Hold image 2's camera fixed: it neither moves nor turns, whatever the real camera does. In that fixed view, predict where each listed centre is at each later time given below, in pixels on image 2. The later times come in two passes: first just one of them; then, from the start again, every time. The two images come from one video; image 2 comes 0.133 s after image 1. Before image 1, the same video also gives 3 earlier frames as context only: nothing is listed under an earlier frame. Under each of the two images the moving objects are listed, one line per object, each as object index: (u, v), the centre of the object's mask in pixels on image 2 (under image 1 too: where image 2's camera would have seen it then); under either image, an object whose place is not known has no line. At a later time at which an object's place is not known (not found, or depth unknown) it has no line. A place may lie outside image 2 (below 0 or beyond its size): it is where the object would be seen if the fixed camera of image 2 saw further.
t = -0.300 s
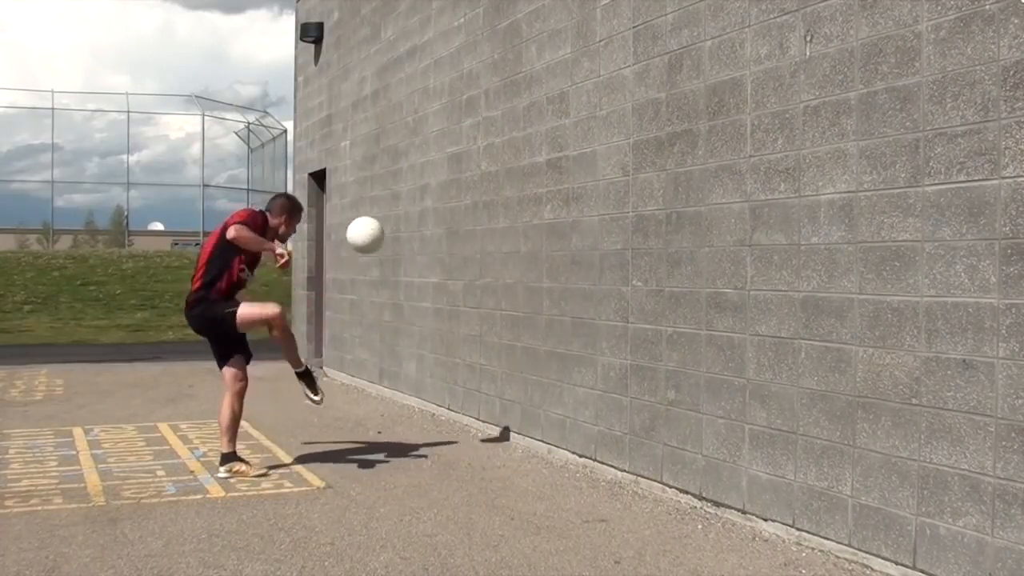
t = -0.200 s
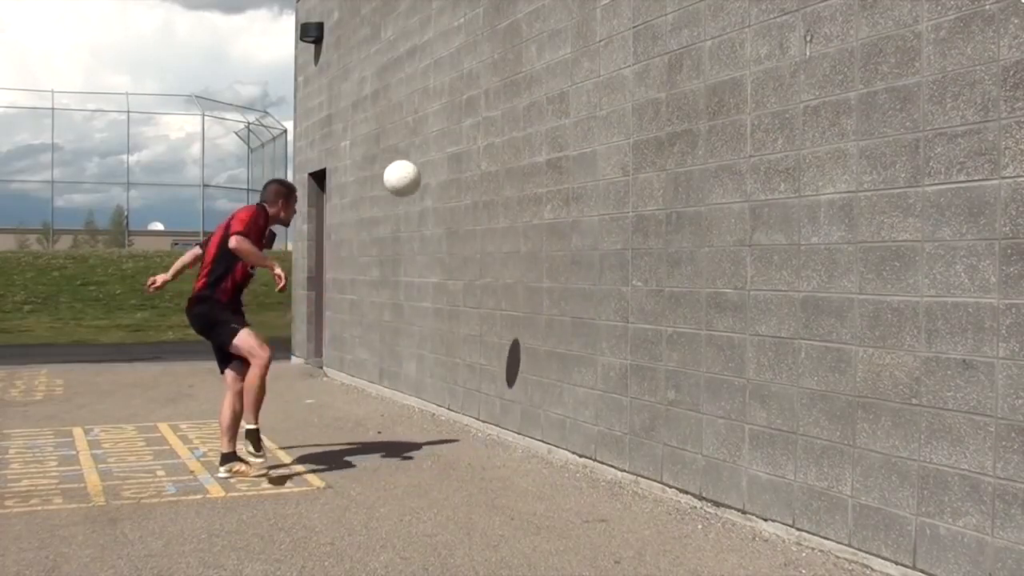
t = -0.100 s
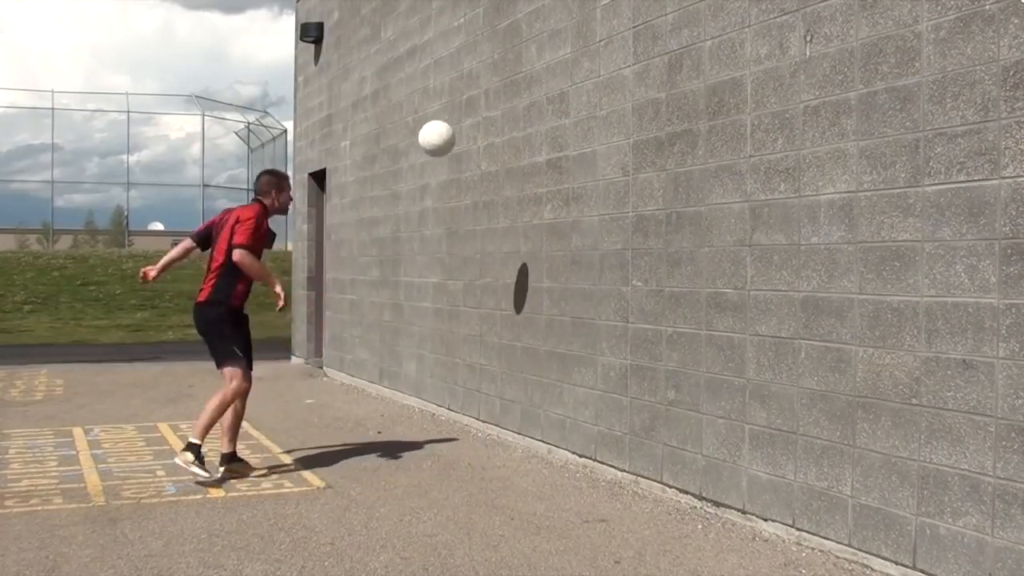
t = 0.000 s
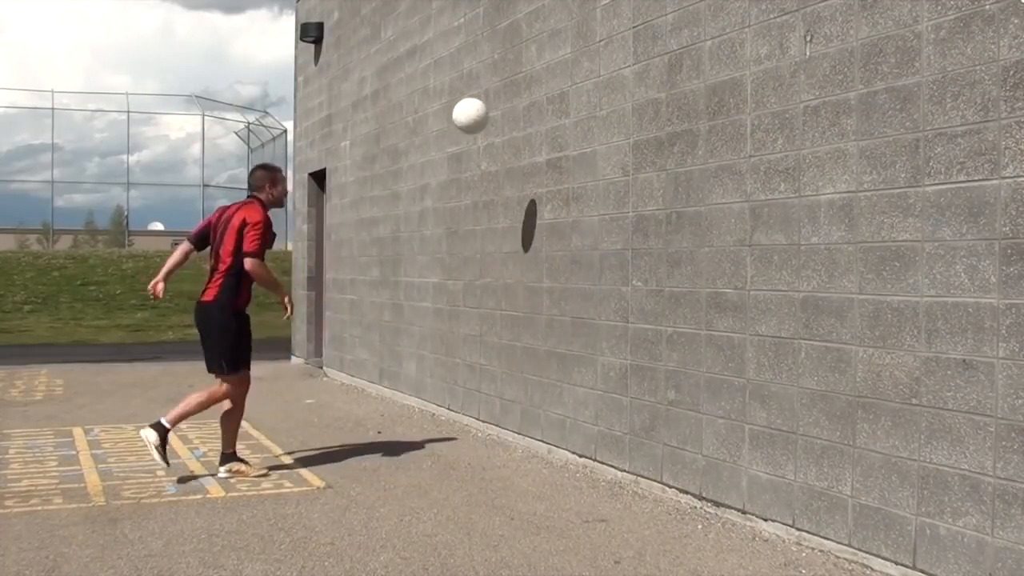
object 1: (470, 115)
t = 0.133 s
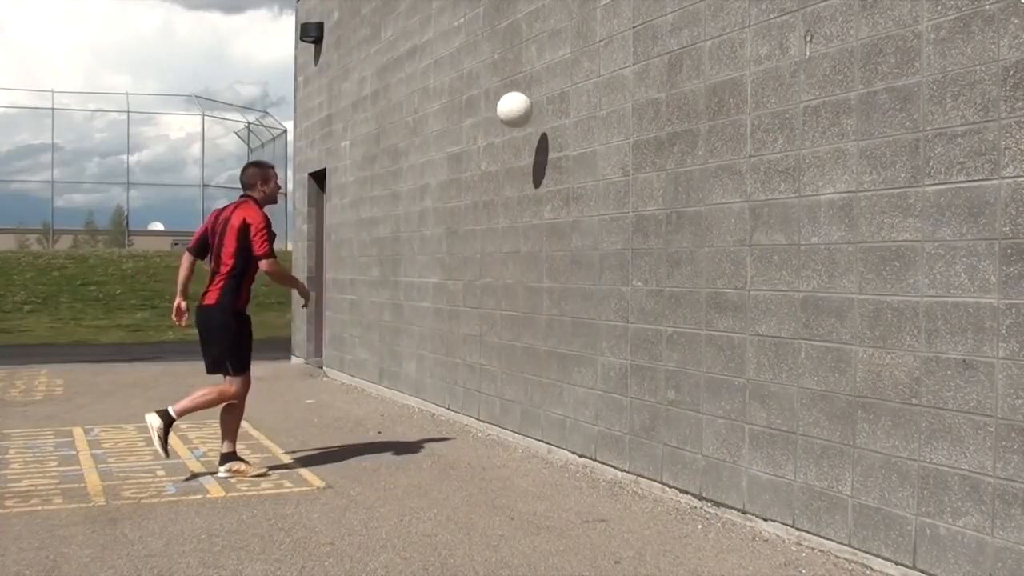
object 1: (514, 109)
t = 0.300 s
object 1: (507, 144)
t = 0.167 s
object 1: (525, 112)
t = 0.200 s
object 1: (534, 117)
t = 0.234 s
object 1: (525, 124)
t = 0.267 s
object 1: (516, 133)
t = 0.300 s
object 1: (507, 144)
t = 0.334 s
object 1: (498, 157)
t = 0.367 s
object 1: (489, 171)
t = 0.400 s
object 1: (480, 187)
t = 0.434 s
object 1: (471, 206)
